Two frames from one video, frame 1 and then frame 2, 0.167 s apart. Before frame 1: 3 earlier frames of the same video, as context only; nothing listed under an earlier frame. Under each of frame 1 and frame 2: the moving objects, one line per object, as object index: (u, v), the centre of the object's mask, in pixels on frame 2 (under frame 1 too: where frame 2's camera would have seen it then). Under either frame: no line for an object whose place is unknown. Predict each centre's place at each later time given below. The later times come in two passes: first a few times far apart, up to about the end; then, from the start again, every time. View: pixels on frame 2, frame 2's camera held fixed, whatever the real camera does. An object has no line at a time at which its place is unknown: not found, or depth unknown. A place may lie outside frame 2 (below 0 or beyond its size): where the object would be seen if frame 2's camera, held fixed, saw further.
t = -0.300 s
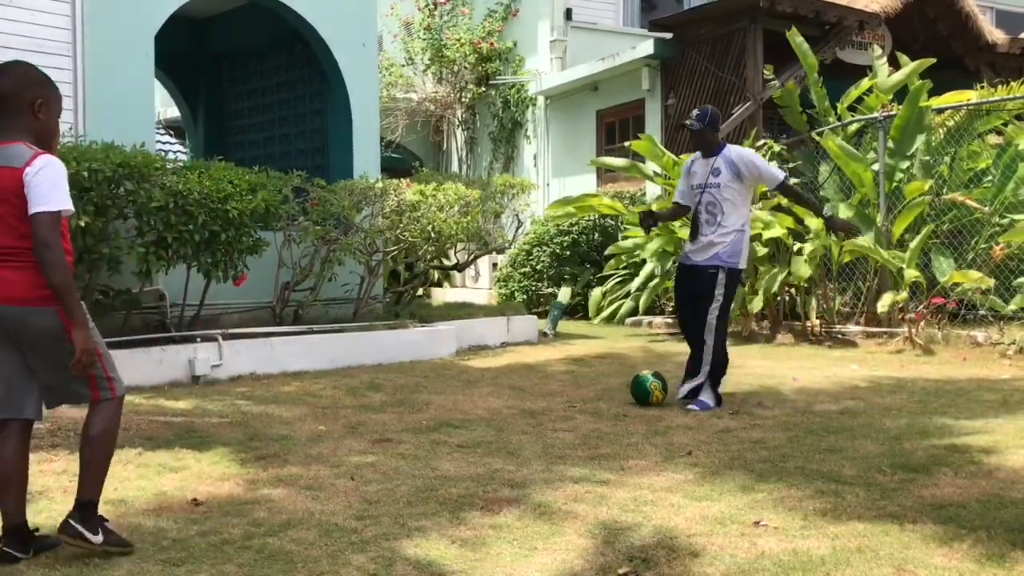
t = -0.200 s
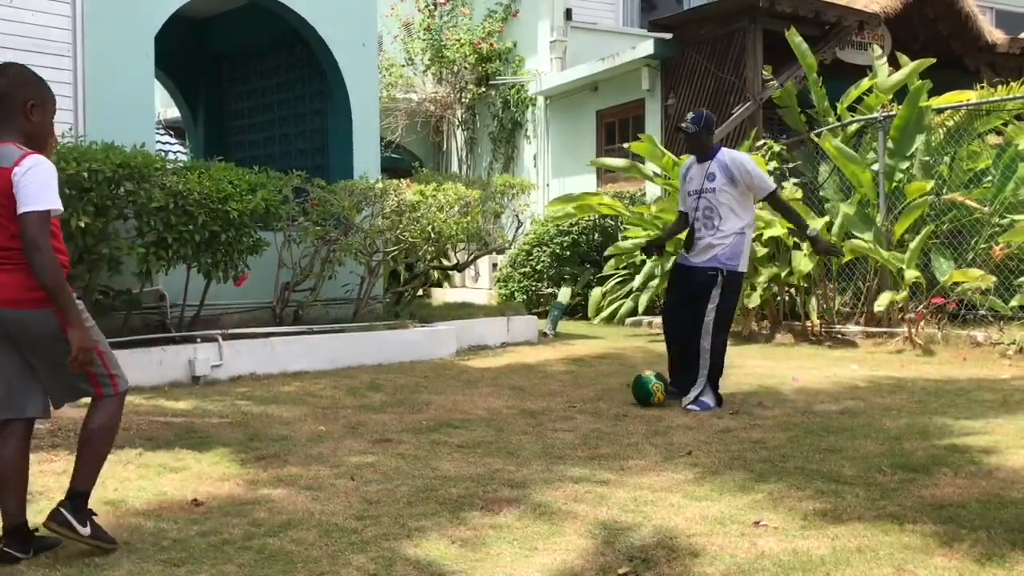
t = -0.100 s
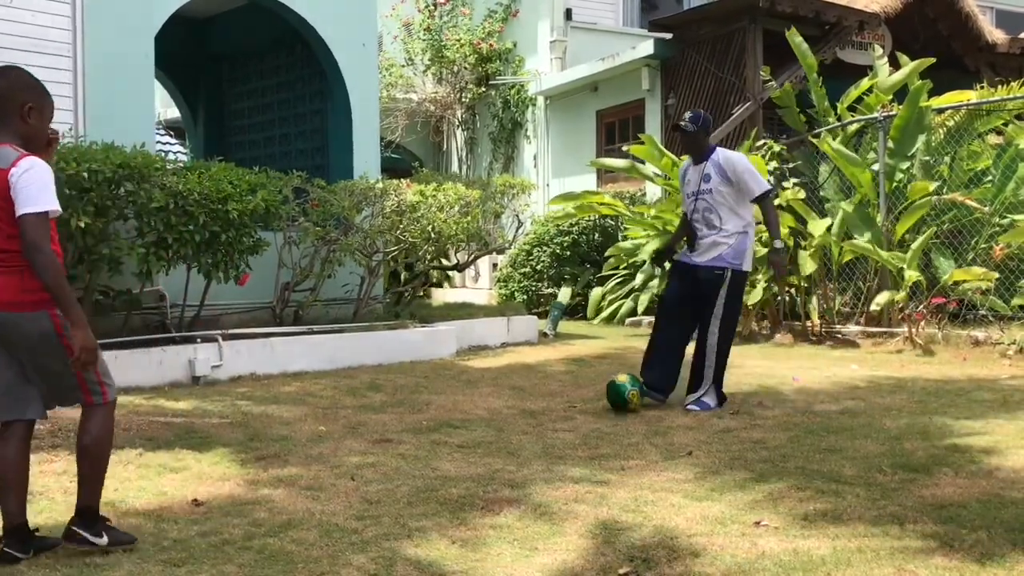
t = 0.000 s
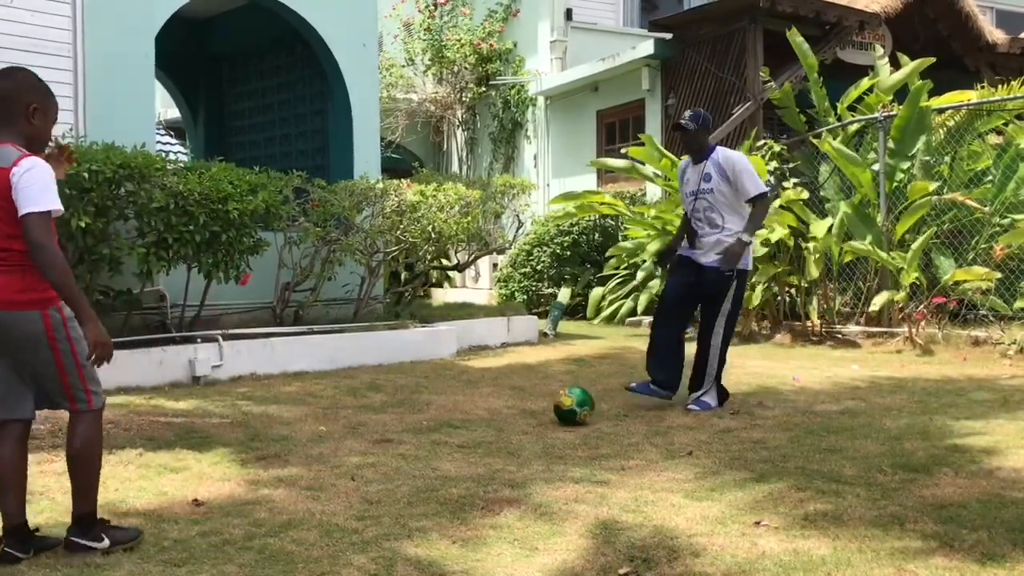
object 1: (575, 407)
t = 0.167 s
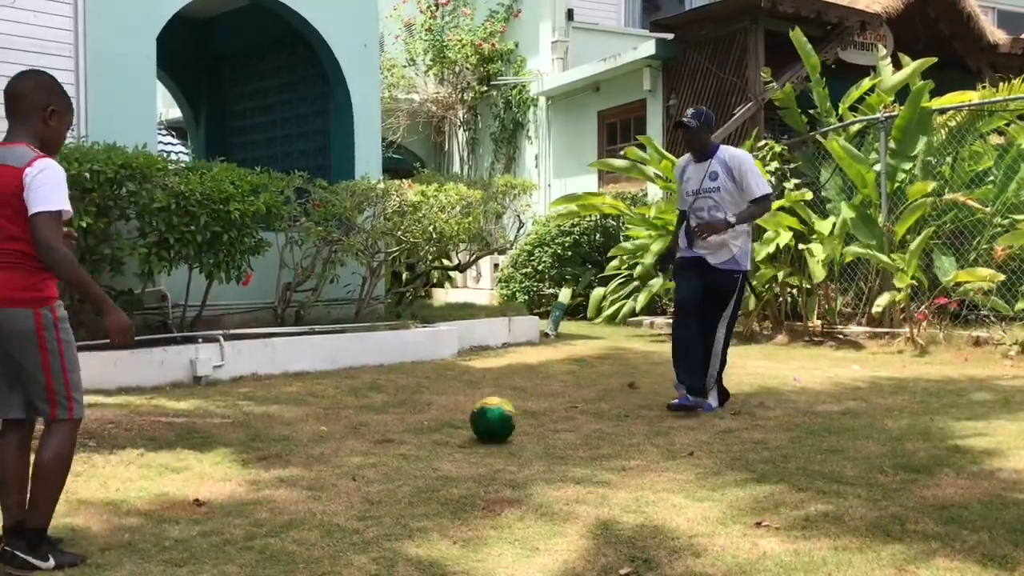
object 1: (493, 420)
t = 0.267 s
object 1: (447, 428)
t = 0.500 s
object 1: (330, 457)
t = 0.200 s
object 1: (478, 420)
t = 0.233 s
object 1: (462, 423)
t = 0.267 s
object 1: (447, 428)
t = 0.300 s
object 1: (431, 434)
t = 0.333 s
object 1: (415, 435)
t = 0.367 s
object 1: (399, 436)
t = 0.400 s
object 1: (383, 439)
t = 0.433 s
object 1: (366, 445)
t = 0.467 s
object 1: (348, 452)
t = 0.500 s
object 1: (330, 457)
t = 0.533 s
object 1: (312, 459)
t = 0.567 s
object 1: (293, 463)
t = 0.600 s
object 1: (273, 469)
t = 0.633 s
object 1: (253, 473)
